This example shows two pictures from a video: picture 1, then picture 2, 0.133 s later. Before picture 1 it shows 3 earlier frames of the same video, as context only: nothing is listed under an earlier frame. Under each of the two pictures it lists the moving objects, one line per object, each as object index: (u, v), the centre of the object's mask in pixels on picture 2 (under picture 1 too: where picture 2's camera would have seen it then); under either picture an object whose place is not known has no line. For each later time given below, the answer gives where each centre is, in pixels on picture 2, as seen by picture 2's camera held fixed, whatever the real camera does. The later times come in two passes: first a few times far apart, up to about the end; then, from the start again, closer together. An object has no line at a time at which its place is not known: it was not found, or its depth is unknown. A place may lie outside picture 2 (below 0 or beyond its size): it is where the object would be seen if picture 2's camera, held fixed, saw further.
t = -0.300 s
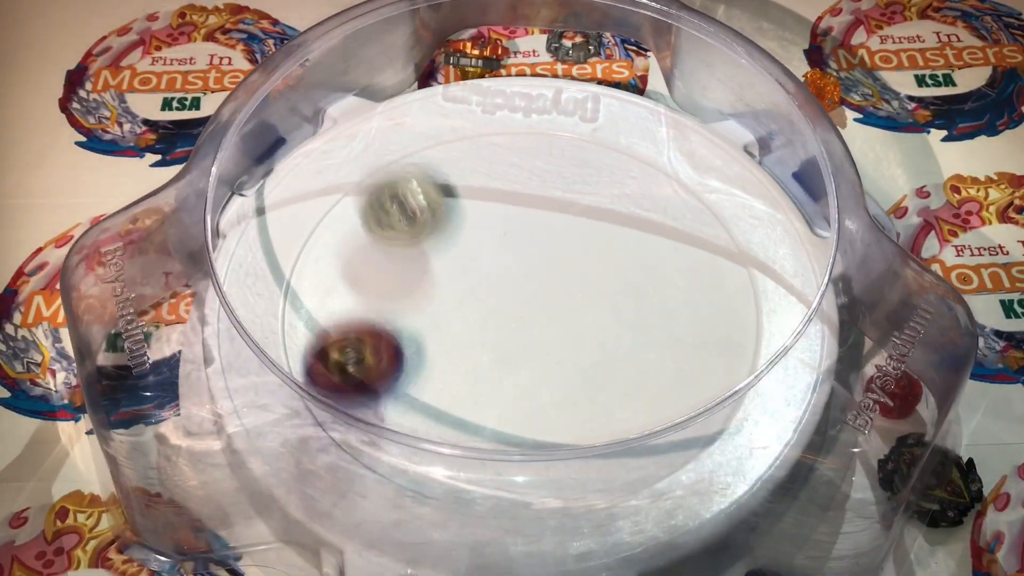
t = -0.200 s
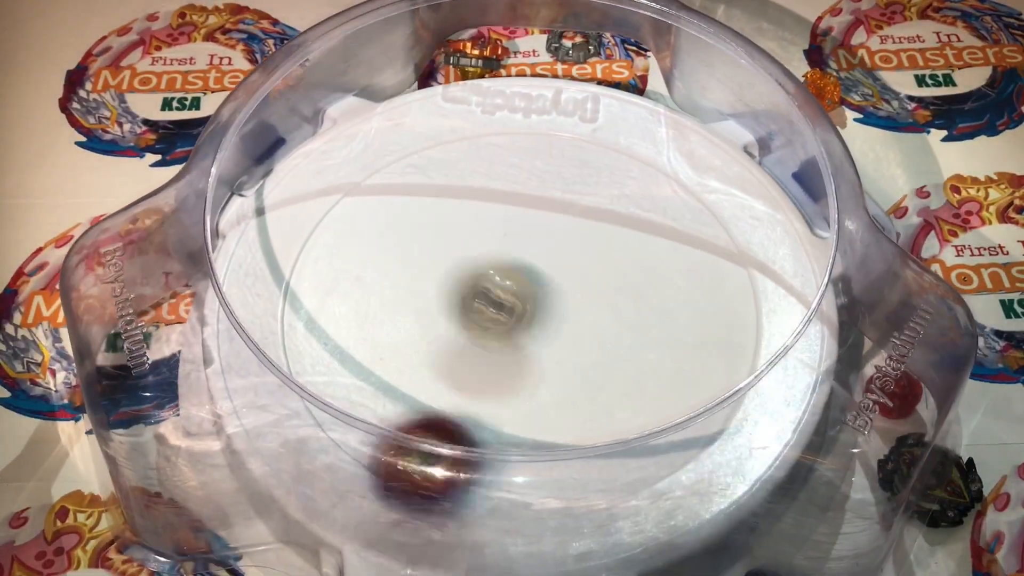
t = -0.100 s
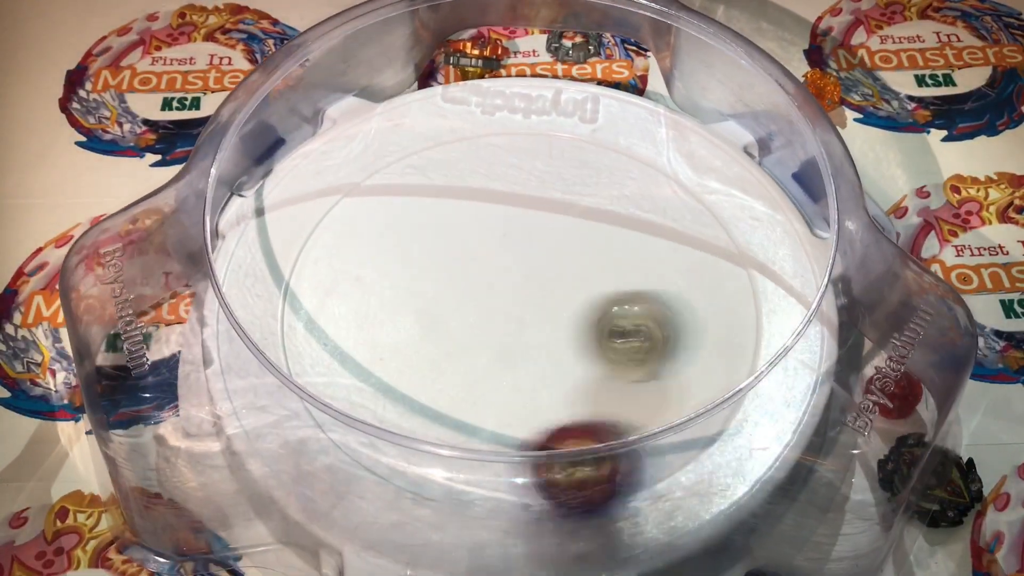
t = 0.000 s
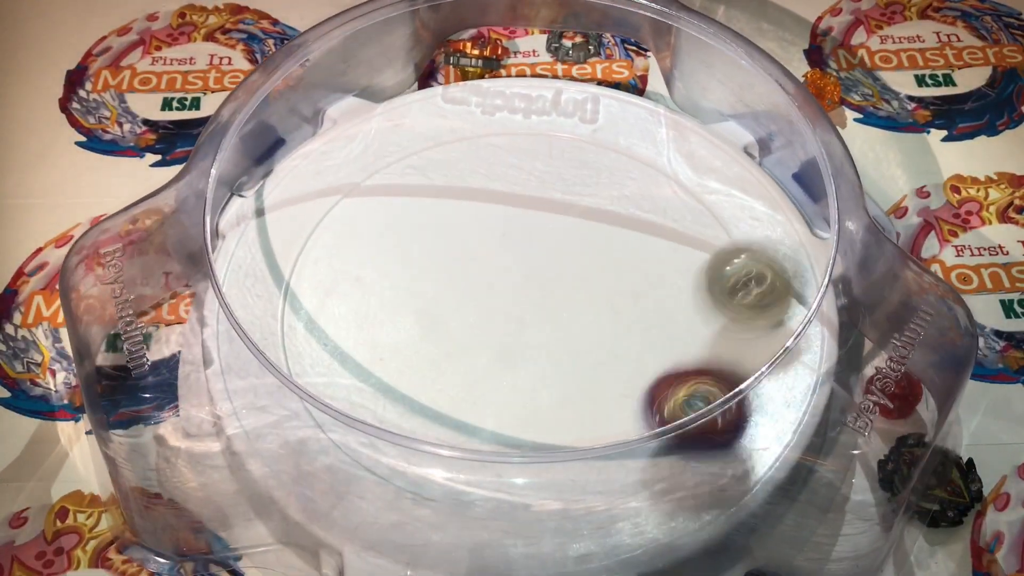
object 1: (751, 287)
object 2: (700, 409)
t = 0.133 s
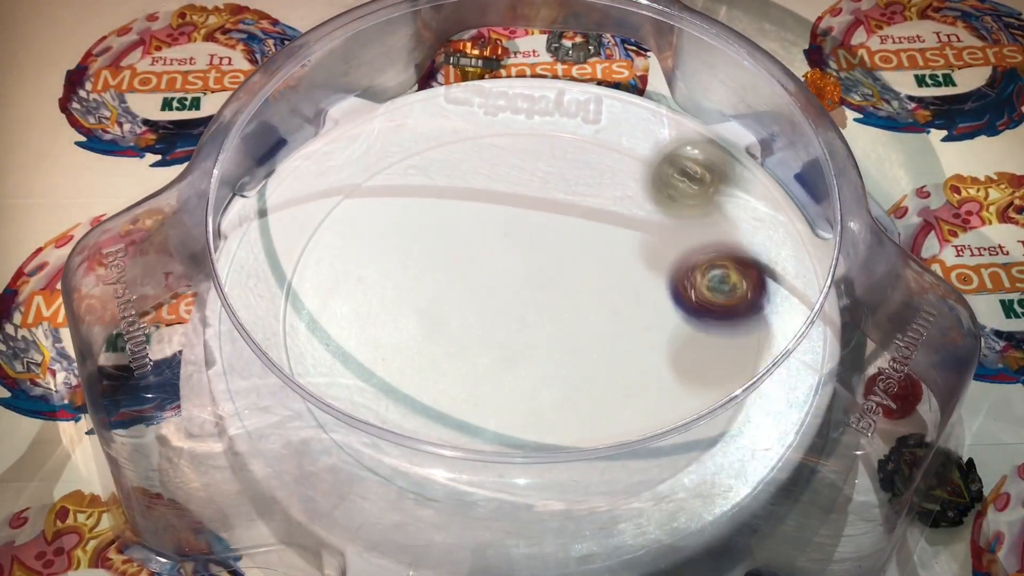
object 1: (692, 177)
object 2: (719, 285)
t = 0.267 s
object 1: (571, 108)
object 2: (618, 213)
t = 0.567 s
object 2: (360, 316)
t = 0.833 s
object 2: (462, 421)
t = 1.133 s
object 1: (552, 40)
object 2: (571, 258)
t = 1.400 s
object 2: (446, 199)
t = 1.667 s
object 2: (416, 266)
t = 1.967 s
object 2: (605, 275)
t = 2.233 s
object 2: (601, 191)
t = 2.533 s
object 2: (514, 288)
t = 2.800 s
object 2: (623, 354)
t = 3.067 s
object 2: (620, 288)
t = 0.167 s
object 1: (661, 156)
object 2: (702, 258)
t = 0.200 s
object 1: (629, 147)
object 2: (678, 233)
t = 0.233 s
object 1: (598, 142)
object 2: (647, 211)
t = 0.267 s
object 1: (571, 108)
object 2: (618, 213)
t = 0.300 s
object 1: (622, 94)
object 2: (586, 224)
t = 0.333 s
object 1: (669, 114)
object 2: (554, 234)
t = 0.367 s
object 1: (723, 150)
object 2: (521, 244)
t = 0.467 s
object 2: (428, 268)
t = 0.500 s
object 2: (401, 281)
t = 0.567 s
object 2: (360, 316)
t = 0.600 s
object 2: (350, 334)
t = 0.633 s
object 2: (343, 358)
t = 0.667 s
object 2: (349, 372)
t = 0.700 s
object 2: (365, 387)
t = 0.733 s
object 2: (382, 410)
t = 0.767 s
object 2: (403, 424)
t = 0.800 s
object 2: (435, 430)
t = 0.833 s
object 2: (462, 421)
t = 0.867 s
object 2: (492, 419)
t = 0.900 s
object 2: (519, 411)
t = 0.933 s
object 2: (543, 395)
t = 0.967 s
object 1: (634, 95)
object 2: (562, 372)
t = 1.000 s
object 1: (626, 85)
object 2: (573, 350)
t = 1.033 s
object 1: (610, 49)
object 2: (579, 326)
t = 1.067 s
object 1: (590, 33)
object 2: (581, 304)
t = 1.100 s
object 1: (570, 32)
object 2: (578, 280)
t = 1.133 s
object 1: (552, 40)
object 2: (571, 258)
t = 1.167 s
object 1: (532, 68)
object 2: (561, 236)
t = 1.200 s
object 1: (515, 91)
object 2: (547, 217)
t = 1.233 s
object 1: (497, 118)
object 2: (534, 202)
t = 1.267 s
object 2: (518, 193)
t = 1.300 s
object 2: (502, 191)
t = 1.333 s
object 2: (482, 192)
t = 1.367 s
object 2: (465, 196)
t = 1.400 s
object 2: (446, 199)
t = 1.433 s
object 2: (425, 202)
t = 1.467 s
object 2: (415, 202)
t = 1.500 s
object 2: (404, 207)
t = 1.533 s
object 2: (398, 215)
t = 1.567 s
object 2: (396, 226)
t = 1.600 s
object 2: (398, 239)
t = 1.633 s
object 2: (405, 253)
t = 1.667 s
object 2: (416, 266)
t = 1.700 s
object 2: (433, 278)
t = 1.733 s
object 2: (451, 290)
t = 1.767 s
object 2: (472, 298)
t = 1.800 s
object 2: (499, 301)
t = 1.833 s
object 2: (523, 303)
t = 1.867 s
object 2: (545, 300)
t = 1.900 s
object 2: (570, 293)
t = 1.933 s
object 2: (589, 285)
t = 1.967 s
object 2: (605, 275)
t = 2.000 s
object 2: (620, 260)
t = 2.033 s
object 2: (628, 249)
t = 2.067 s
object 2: (633, 236)
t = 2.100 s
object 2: (635, 221)
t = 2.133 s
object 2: (631, 210)
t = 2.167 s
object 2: (625, 200)
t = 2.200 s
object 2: (613, 193)
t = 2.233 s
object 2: (601, 191)
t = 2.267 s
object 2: (589, 191)
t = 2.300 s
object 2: (572, 196)
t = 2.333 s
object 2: (557, 202)
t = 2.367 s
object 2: (544, 211)
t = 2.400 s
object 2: (531, 223)
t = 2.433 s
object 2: (522, 235)
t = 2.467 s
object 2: (515, 252)
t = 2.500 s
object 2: (512, 270)
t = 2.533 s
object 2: (514, 288)
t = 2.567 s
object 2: (520, 303)
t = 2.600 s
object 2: (531, 320)
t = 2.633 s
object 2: (543, 333)
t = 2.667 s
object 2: (557, 343)
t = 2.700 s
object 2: (575, 351)
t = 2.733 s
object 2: (591, 355)
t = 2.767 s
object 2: (608, 356)
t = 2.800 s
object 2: (623, 354)
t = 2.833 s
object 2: (638, 348)
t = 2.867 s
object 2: (647, 341)
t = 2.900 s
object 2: (652, 332)
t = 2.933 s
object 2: (653, 321)
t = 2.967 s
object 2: (650, 311)
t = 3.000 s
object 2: (643, 302)
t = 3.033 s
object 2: (633, 295)
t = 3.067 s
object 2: (620, 288)
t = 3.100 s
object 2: (602, 283)
